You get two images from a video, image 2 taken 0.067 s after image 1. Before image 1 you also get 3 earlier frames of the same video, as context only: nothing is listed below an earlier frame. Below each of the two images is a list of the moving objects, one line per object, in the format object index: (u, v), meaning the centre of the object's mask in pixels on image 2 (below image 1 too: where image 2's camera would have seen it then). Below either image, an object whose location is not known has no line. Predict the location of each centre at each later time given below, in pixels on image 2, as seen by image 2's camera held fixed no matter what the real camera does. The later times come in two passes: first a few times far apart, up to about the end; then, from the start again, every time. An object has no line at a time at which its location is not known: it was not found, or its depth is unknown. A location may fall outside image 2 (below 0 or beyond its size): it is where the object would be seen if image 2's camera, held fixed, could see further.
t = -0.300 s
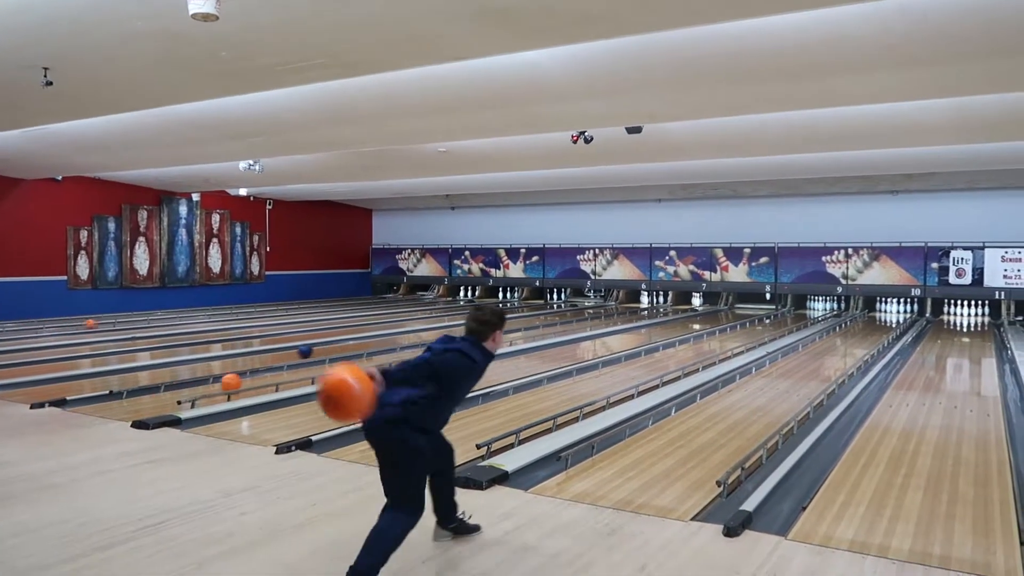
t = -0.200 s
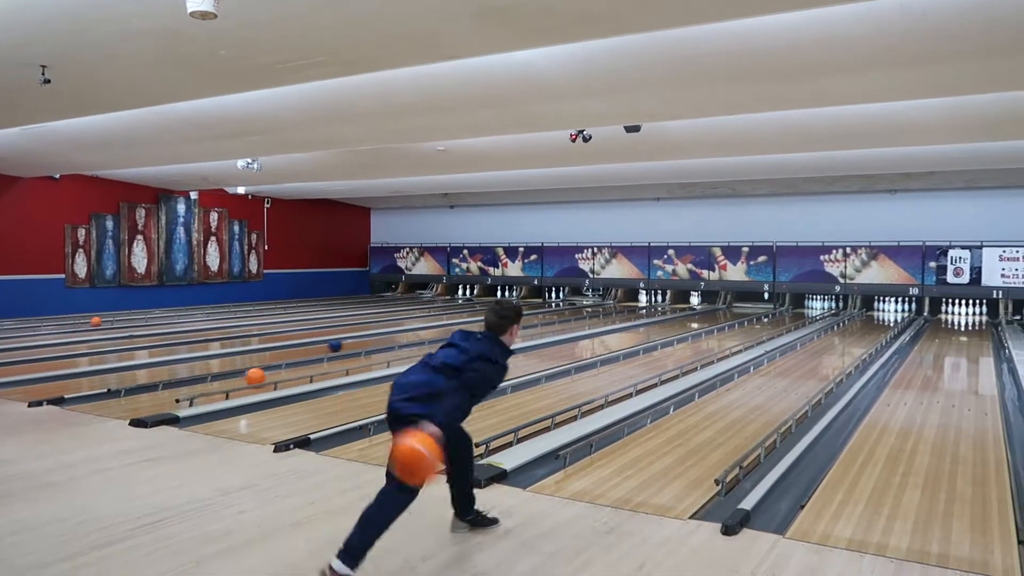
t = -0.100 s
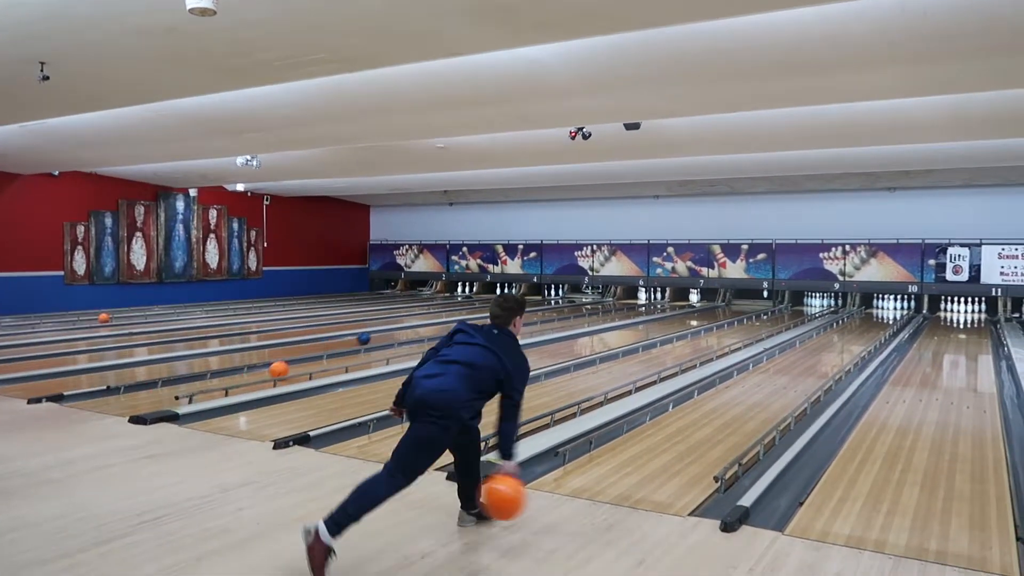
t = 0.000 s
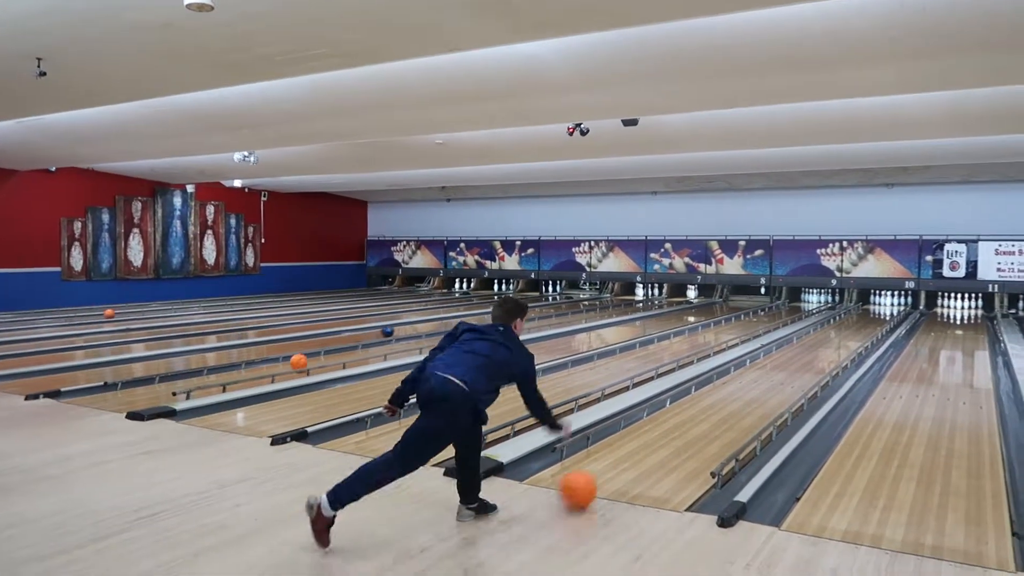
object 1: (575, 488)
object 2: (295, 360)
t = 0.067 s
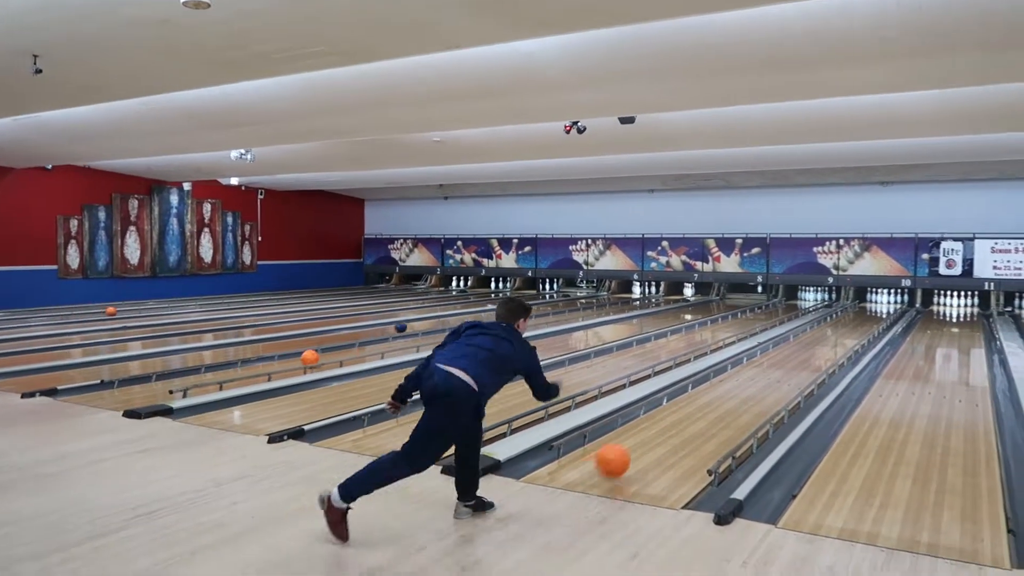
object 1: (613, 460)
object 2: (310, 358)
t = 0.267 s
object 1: (691, 416)
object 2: (348, 351)
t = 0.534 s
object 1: (753, 378)
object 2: (392, 345)
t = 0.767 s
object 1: (788, 356)
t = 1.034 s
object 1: (815, 340)
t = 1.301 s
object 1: (835, 327)
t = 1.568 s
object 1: (849, 318)
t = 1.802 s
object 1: (859, 312)
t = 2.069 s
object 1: (867, 307)
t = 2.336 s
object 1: (875, 302)
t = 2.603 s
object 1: (864, 298)
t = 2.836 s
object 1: (861, 300)
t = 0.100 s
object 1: (628, 452)
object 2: (317, 356)
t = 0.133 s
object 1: (644, 444)
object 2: (323, 355)
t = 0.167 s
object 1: (657, 437)
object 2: (330, 354)
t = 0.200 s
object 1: (670, 429)
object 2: (336, 353)
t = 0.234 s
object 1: (681, 422)
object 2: (342, 352)
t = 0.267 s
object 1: (691, 416)
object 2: (348, 351)
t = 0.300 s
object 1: (701, 410)
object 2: (354, 351)
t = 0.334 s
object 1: (710, 405)
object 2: (360, 349)
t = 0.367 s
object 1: (719, 399)
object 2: (365, 348)
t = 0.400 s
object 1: (726, 394)
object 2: (371, 347)
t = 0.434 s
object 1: (733, 389)
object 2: (376, 346)
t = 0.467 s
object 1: (740, 385)
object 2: (382, 346)
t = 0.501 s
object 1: (746, 381)
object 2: (387, 345)
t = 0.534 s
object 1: (753, 378)
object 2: (392, 345)
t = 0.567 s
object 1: (758, 374)
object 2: (397, 343)
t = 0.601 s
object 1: (764, 371)
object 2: (402, 343)
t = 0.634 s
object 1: (769, 368)
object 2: (406, 342)
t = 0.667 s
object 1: (774, 365)
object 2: (411, 341)
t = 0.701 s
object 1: (779, 362)
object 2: (416, 341)
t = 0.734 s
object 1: (783, 359)
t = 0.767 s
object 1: (788, 356)
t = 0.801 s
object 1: (791, 354)
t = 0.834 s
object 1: (795, 352)
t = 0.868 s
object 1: (799, 350)
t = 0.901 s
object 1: (803, 347)
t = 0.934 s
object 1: (806, 345)
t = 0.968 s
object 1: (809, 343)
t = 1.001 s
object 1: (811, 341)
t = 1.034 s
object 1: (815, 340)
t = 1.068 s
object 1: (818, 338)
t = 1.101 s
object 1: (821, 336)
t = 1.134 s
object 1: (823, 334)
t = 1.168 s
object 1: (826, 333)
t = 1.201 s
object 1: (828, 332)
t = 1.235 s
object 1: (830, 330)
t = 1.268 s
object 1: (832, 329)
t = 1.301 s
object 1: (835, 327)
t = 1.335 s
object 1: (837, 326)
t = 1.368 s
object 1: (839, 325)
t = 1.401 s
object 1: (841, 324)
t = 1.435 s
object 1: (843, 323)
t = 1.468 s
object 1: (845, 322)
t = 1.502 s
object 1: (846, 321)
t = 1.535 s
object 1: (848, 320)
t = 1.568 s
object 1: (849, 318)
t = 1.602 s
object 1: (851, 318)
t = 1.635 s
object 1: (853, 317)
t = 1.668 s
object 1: (854, 316)
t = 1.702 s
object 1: (856, 315)
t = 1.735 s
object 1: (857, 314)
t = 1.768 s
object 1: (858, 313)
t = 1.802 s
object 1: (859, 312)
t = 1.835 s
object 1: (861, 311)
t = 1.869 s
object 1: (861, 311)
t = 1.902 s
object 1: (862, 310)
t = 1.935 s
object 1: (863, 309)
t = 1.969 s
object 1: (864, 308)
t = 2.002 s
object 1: (865, 308)
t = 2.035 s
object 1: (866, 307)
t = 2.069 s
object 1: (867, 307)
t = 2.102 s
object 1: (869, 307)
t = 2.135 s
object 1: (869, 306)
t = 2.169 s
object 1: (870, 305)
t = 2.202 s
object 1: (871, 305)
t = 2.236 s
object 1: (872, 304)
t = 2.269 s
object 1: (873, 303)
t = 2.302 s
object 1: (874, 303)
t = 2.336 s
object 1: (875, 302)
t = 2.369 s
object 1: (876, 301)
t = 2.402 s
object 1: (876, 300)
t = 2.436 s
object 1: (876, 301)
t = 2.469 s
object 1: (875, 299)
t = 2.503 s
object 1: (872, 299)
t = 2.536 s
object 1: (870, 299)
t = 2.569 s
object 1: (866, 299)
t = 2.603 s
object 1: (864, 298)
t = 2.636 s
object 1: (861, 299)
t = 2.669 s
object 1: (860, 298)
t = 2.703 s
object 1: (860, 299)
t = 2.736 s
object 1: (861, 299)
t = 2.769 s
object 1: (861, 300)
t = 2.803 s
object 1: (861, 300)
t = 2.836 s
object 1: (861, 300)
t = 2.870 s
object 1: (861, 300)
